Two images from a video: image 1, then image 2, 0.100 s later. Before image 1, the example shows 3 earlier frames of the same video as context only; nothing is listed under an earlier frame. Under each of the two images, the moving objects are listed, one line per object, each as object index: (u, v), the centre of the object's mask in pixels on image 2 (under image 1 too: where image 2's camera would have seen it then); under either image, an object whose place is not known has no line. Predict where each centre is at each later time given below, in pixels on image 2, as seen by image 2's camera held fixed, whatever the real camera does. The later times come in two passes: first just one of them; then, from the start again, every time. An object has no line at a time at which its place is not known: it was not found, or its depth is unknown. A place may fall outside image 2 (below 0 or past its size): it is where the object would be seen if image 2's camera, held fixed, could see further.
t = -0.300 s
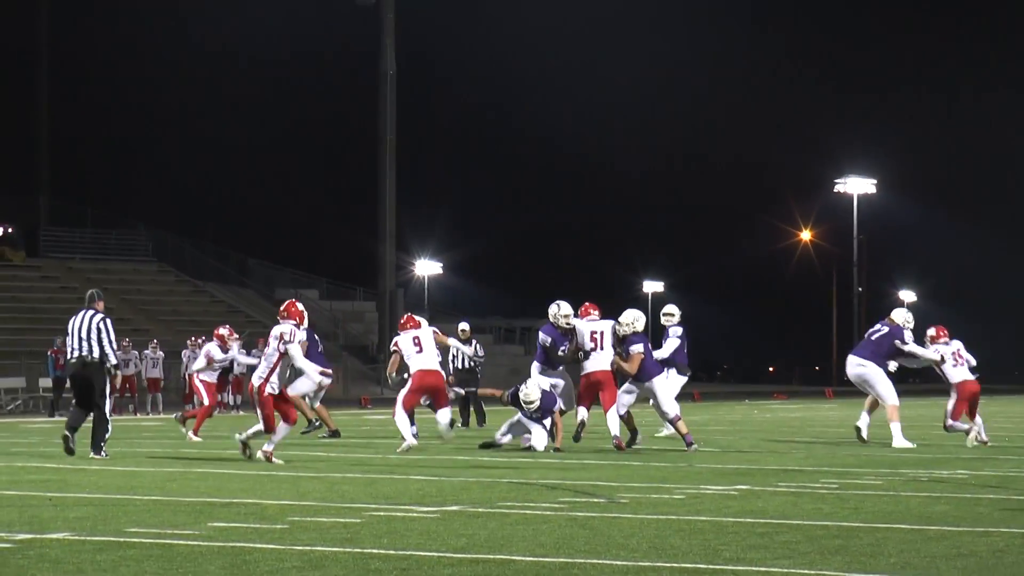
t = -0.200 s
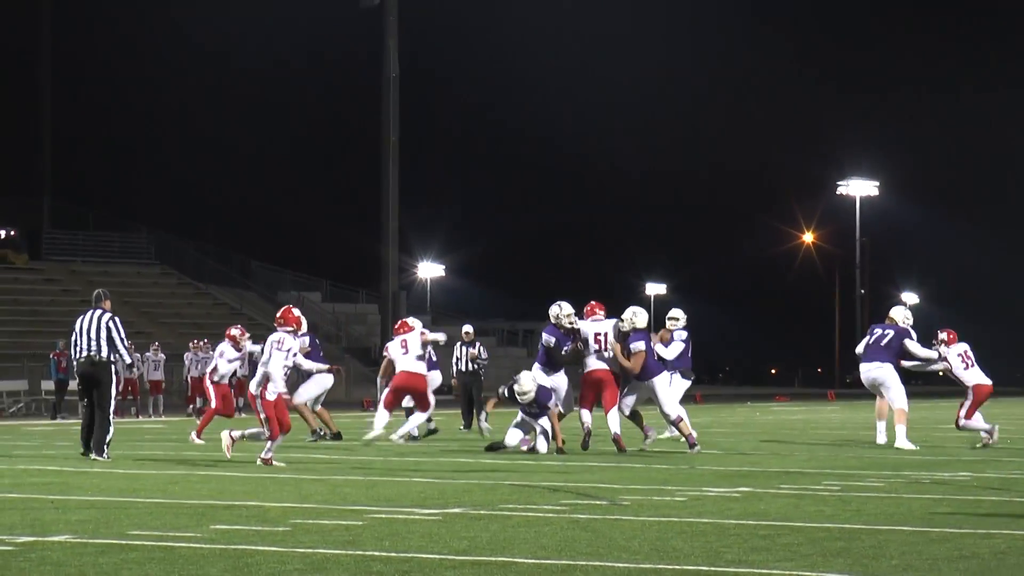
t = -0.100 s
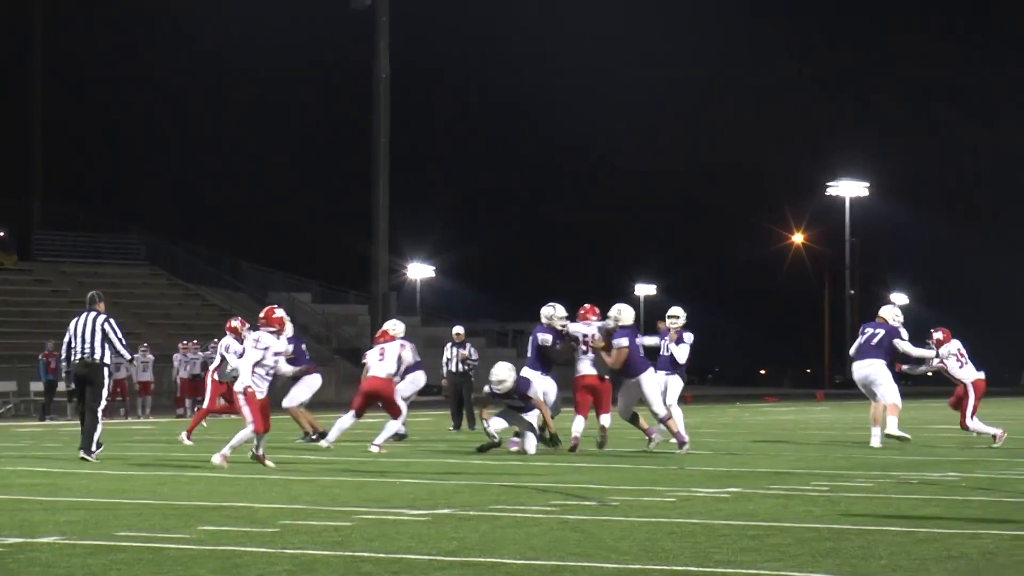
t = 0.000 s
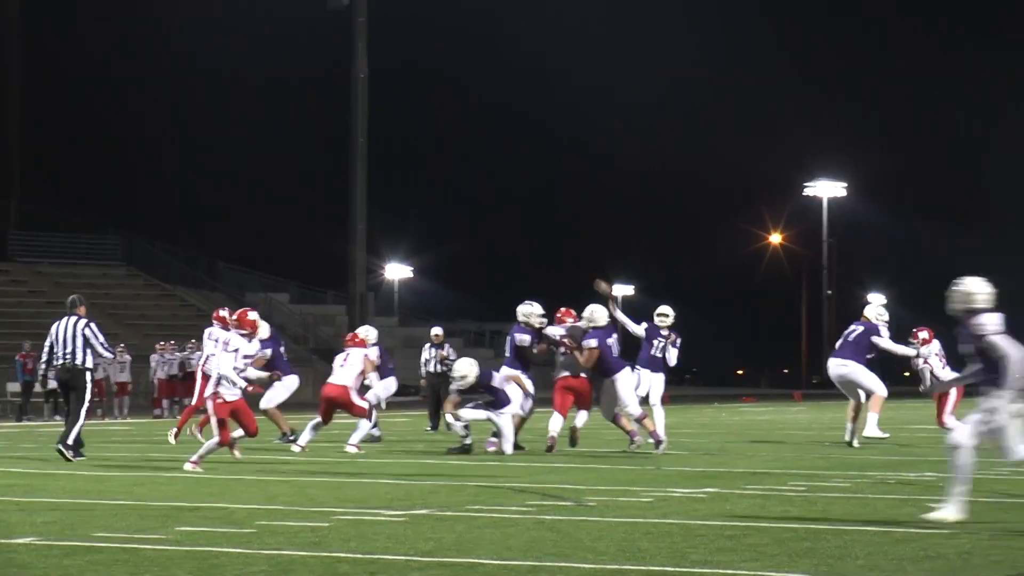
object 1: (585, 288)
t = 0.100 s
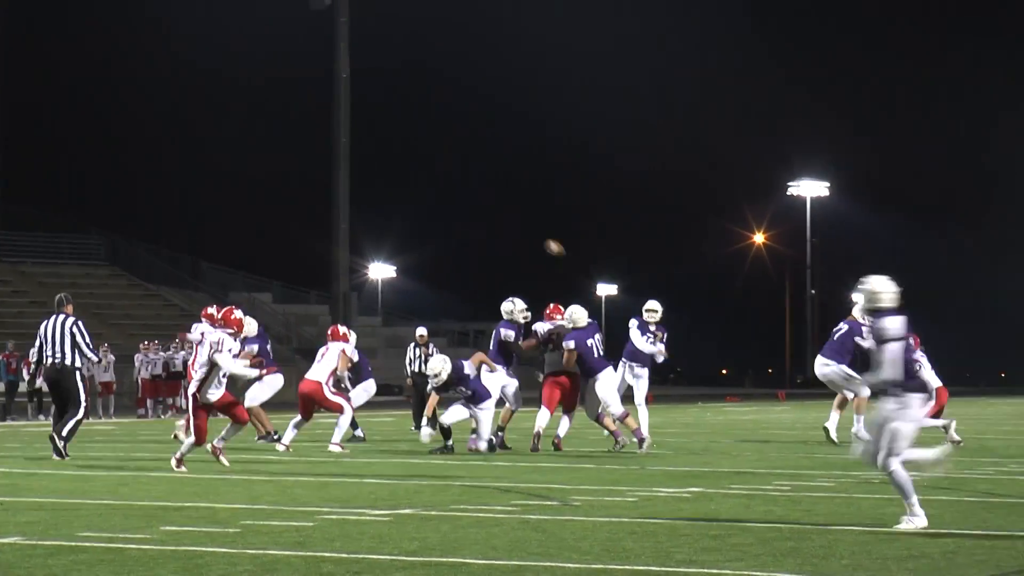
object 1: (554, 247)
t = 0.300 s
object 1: (478, 180)
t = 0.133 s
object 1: (543, 236)
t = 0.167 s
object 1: (531, 223)
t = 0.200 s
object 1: (517, 211)
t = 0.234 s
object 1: (505, 201)
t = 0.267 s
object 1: (492, 190)
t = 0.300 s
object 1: (478, 180)
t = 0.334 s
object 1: (463, 173)
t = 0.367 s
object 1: (447, 166)
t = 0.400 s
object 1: (427, 163)
